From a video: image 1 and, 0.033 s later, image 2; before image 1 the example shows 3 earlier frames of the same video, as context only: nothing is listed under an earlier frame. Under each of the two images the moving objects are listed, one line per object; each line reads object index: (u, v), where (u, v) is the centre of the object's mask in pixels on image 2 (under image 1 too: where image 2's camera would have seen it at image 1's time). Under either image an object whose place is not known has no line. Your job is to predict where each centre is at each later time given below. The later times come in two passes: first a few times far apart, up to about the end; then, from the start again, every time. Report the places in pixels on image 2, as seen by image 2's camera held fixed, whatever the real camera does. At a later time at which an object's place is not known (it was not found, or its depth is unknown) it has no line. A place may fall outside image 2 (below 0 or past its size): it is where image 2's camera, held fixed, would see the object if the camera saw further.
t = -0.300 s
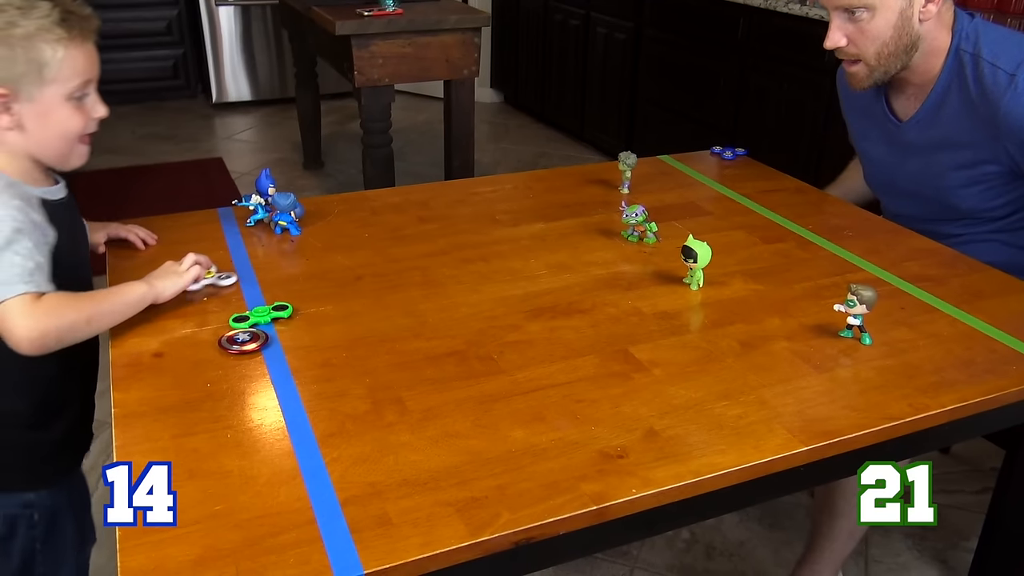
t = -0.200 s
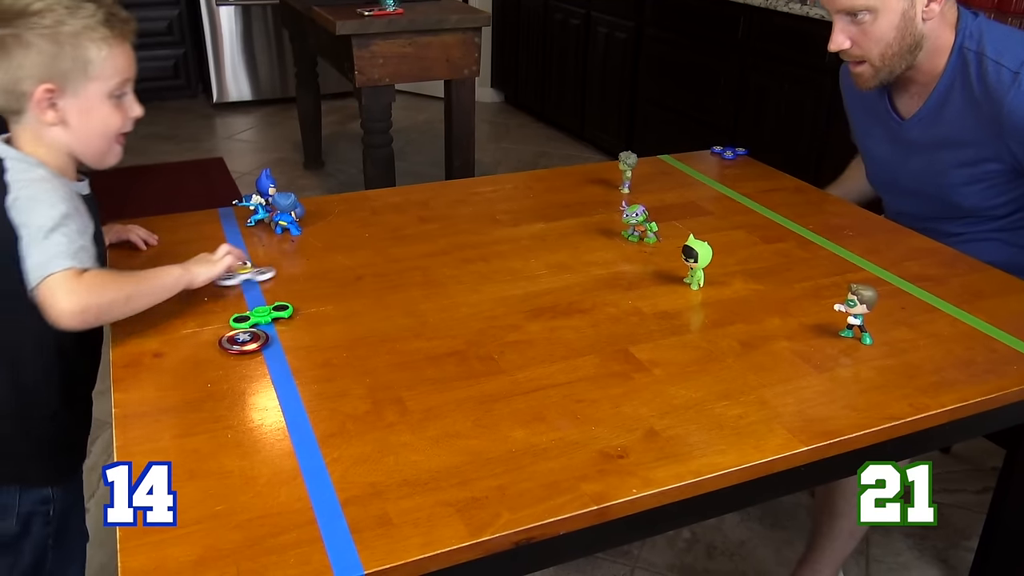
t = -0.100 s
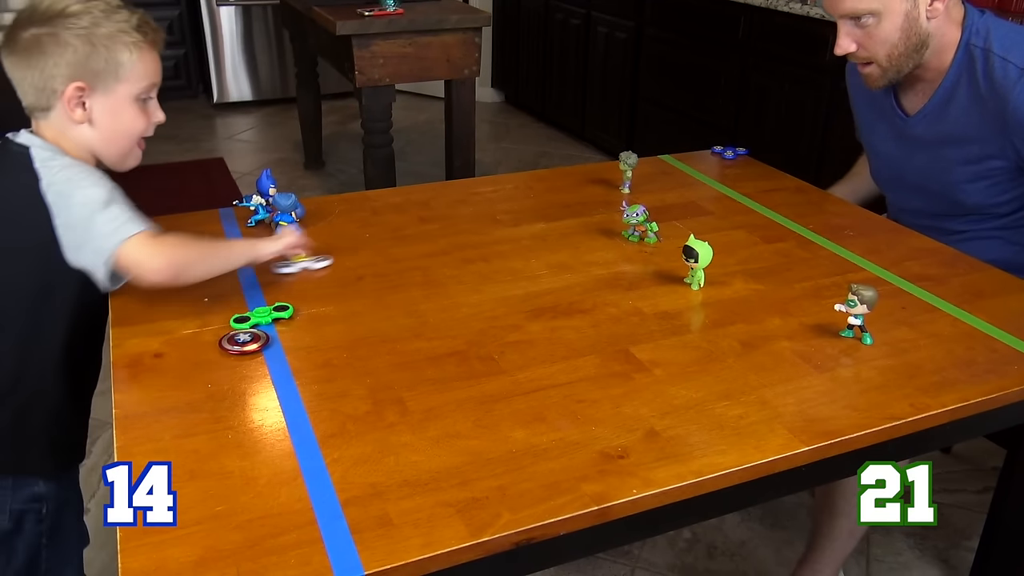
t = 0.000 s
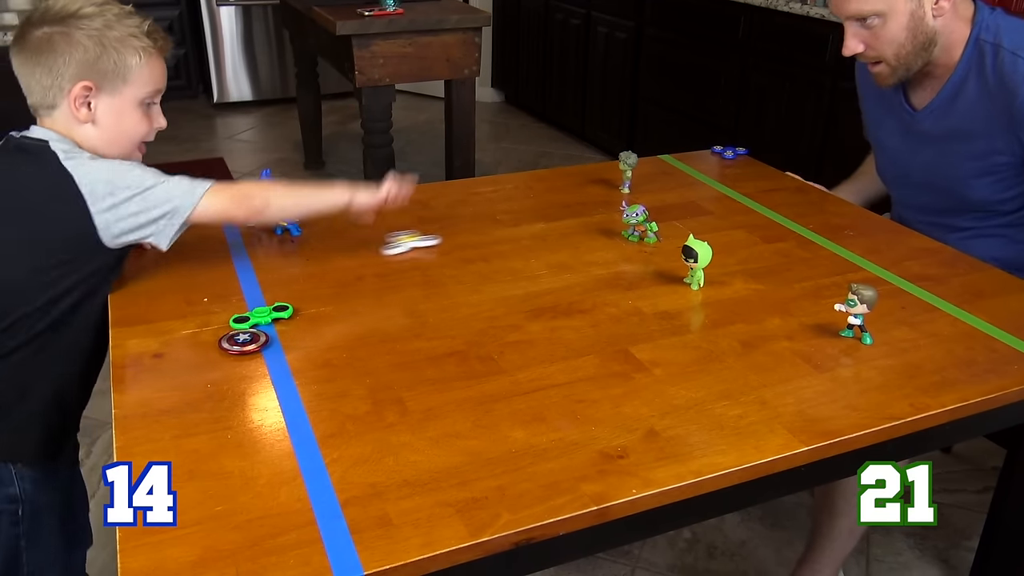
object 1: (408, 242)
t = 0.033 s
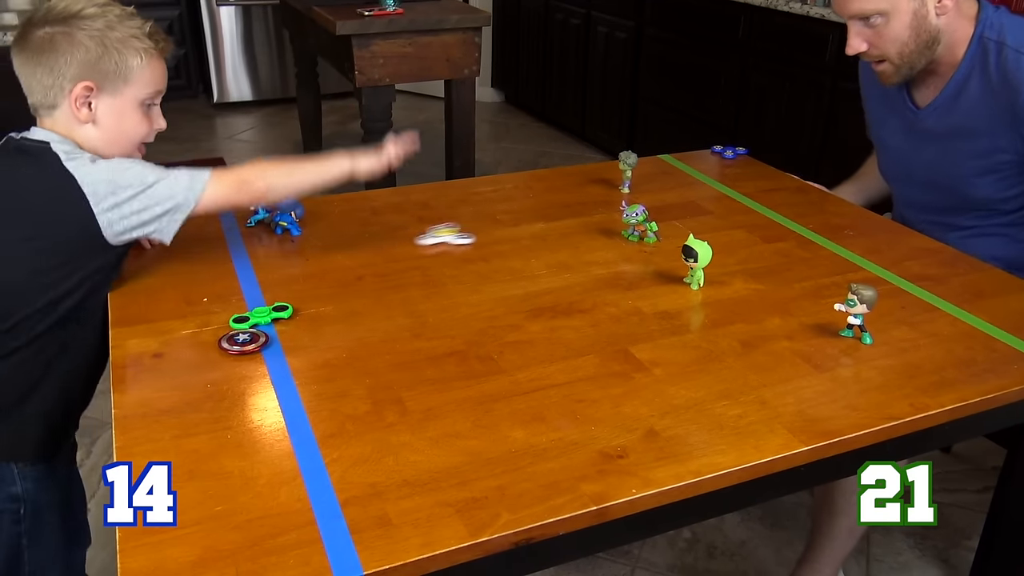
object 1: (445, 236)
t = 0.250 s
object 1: (633, 204)
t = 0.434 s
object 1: (740, 188)
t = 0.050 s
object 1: (462, 233)
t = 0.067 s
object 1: (479, 230)
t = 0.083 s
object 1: (494, 228)
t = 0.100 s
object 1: (510, 225)
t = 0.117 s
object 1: (526, 222)
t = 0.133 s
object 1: (541, 220)
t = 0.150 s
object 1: (555, 217)
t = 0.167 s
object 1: (569, 215)
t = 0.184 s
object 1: (583, 213)
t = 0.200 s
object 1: (596, 211)
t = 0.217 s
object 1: (604, 209)
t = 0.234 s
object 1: (613, 206)
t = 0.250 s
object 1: (633, 204)
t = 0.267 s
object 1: (648, 202)
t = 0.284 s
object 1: (658, 201)
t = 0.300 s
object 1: (667, 200)
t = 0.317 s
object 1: (677, 199)
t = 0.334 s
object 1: (687, 197)
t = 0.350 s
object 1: (697, 195)
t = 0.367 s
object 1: (705, 194)
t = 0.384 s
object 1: (714, 192)
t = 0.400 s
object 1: (723, 191)
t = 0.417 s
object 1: (732, 189)
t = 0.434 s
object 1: (740, 188)
